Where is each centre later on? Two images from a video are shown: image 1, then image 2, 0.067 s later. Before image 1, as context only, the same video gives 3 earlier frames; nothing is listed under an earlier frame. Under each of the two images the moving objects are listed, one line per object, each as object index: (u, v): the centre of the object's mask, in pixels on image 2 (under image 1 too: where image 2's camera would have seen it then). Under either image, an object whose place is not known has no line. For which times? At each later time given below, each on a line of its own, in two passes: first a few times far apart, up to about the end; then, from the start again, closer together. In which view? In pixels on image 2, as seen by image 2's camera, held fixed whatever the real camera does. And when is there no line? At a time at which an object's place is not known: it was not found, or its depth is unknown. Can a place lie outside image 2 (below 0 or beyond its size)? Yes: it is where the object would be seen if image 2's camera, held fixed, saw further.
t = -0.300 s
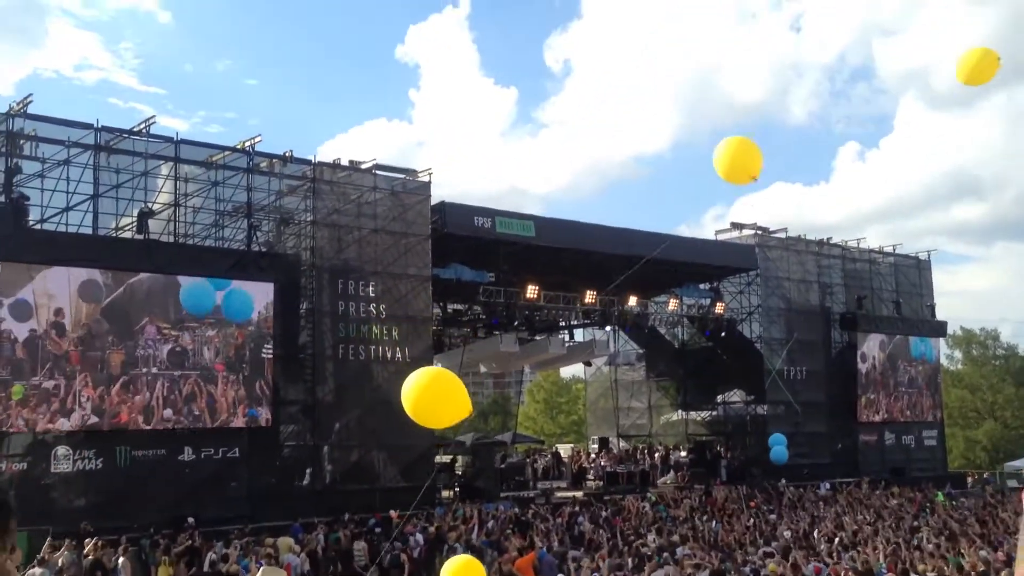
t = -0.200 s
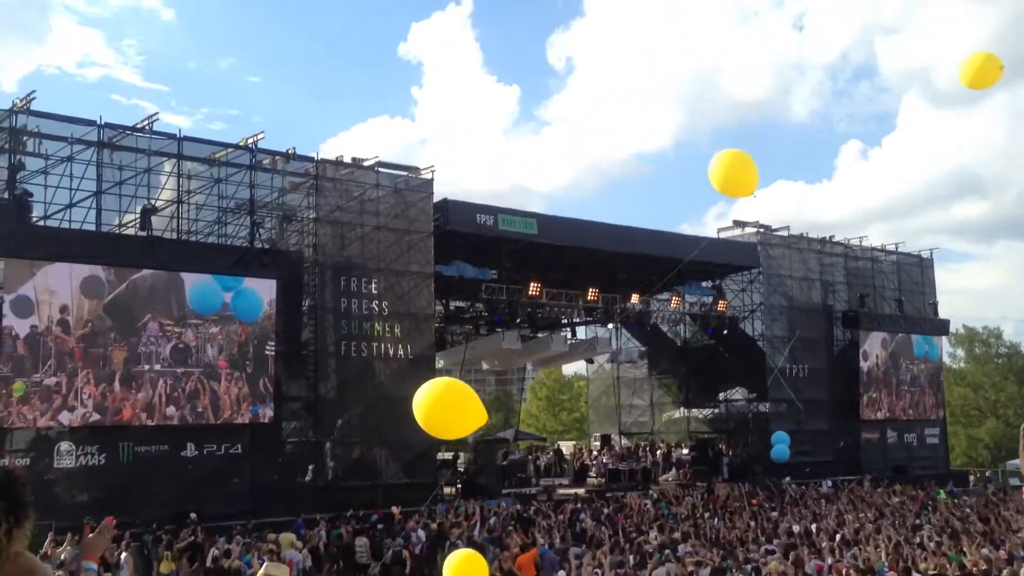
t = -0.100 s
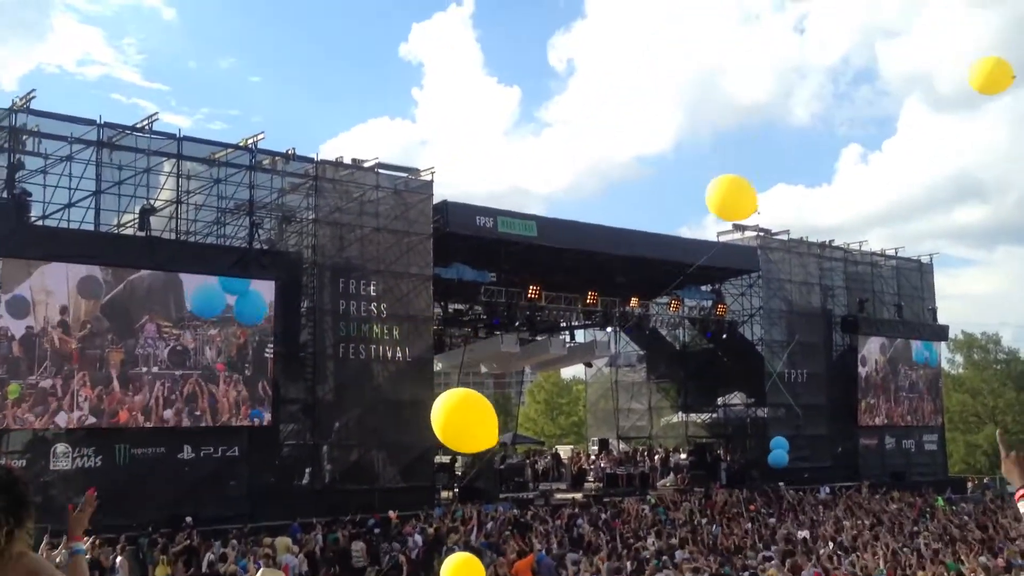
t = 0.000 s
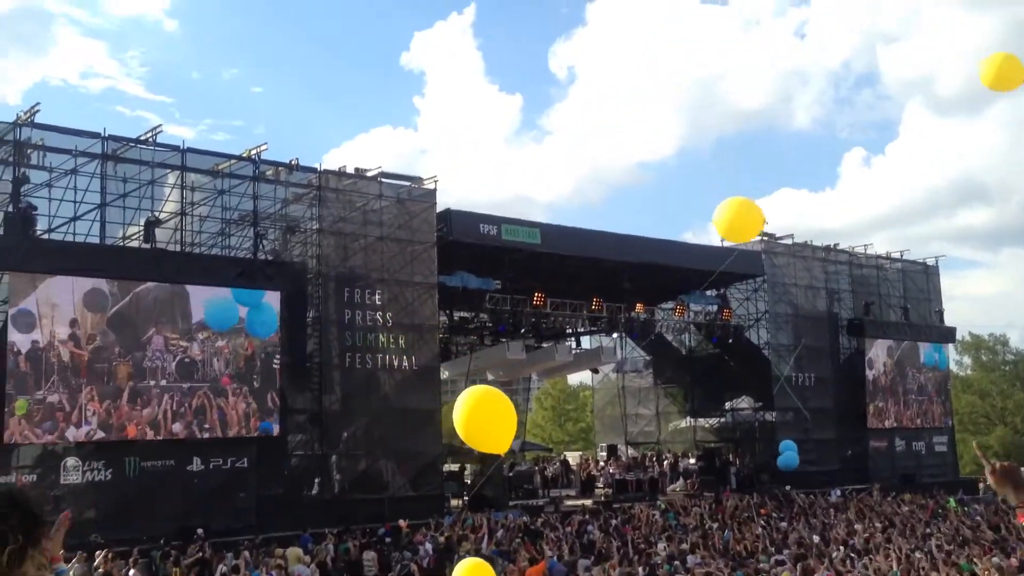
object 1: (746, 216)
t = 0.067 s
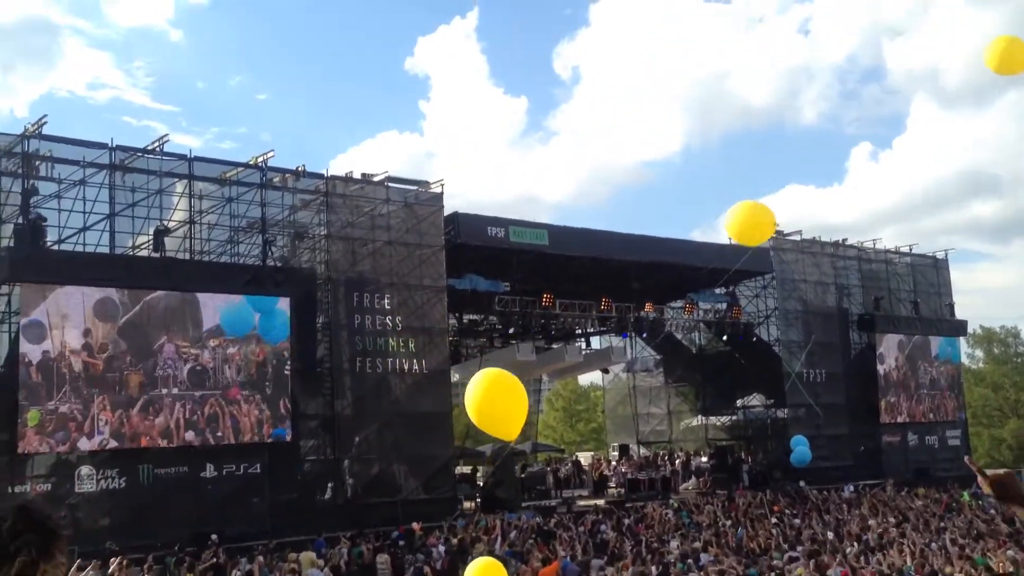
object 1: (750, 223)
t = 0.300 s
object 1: (771, 203)
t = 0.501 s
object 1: (745, 153)
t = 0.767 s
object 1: (751, 153)
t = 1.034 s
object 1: (789, 189)
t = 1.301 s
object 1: (780, 208)
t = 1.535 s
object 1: (783, 215)
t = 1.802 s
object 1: (785, 183)
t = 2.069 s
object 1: (779, 159)
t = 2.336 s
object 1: (760, 138)
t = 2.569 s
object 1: (768, 126)
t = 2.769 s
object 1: (756, 131)
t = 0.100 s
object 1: (755, 225)
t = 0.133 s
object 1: (759, 226)
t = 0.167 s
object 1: (765, 225)
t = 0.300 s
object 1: (771, 203)
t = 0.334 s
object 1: (768, 193)
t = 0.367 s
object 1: (766, 185)
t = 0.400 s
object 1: (761, 176)
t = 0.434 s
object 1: (756, 167)
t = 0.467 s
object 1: (750, 159)
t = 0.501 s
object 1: (745, 153)
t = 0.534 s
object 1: (739, 148)
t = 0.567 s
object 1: (734, 145)
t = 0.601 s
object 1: (733, 142)
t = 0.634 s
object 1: (733, 143)
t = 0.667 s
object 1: (735, 145)
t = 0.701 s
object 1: (738, 146)
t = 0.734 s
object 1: (744, 150)
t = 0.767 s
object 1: (751, 153)
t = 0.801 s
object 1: (759, 156)
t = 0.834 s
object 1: (766, 162)
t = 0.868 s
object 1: (774, 165)
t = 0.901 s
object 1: (779, 170)
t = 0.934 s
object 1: (781, 176)
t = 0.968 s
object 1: (785, 180)
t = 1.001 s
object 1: (788, 186)
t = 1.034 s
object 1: (789, 189)
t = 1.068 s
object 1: (788, 193)
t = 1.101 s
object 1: (788, 195)
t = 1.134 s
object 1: (788, 197)
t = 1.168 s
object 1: (786, 200)
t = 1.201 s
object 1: (783, 203)
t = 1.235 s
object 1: (782, 204)
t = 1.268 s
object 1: (780, 206)
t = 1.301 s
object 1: (780, 208)
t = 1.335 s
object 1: (778, 209)
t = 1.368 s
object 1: (779, 210)
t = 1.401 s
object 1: (779, 213)
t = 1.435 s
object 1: (779, 214)
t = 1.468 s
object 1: (780, 215)
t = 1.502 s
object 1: (781, 216)
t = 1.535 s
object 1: (783, 215)
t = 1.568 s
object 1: (786, 213)
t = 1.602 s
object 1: (787, 210)
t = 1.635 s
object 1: (786, 206)
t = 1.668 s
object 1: (785, 203)
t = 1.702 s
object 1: (785, 198)
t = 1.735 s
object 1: (786, 193)
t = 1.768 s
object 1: (787, 189)
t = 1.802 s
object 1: (785, 183)
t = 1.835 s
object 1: (784, 180)
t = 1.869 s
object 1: (784, 176)
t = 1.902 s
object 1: (783, 175)
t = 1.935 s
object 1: (783, 171)
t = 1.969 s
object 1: (782, 169)
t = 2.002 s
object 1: (780, 165)
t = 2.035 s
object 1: (779, 162)
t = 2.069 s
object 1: (779, 159)
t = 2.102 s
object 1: (778, 158)
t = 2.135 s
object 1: (777, 153)
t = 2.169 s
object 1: (772, 151)
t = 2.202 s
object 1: (768, 149)
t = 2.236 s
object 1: (766, 145)
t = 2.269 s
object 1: (763, 144)
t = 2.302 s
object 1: (761, 140)
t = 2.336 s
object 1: (760, 138)
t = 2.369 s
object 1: (760, 139)
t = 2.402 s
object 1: (761, 136)
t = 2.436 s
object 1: (764, 135)
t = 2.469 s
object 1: (765, 133)
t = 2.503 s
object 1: (766, 131)
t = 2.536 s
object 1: (768, 128)
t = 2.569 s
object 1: (768, 126)
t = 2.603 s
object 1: (769, 125)
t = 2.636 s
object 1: (771, 124)
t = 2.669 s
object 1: (773, 125)
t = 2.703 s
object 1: (769, 128)
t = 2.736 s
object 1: (761, 129)
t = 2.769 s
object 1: (756, 131)
